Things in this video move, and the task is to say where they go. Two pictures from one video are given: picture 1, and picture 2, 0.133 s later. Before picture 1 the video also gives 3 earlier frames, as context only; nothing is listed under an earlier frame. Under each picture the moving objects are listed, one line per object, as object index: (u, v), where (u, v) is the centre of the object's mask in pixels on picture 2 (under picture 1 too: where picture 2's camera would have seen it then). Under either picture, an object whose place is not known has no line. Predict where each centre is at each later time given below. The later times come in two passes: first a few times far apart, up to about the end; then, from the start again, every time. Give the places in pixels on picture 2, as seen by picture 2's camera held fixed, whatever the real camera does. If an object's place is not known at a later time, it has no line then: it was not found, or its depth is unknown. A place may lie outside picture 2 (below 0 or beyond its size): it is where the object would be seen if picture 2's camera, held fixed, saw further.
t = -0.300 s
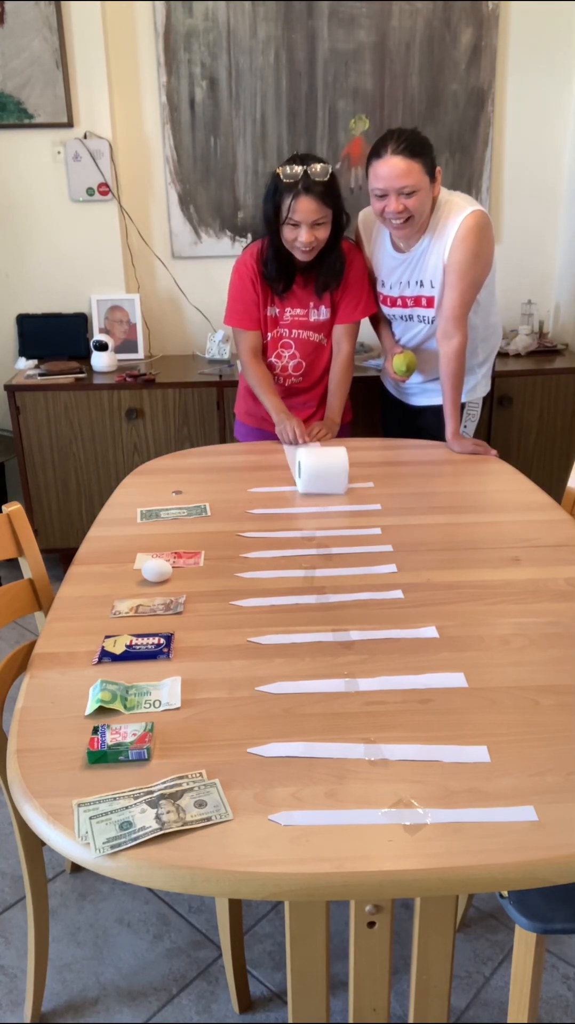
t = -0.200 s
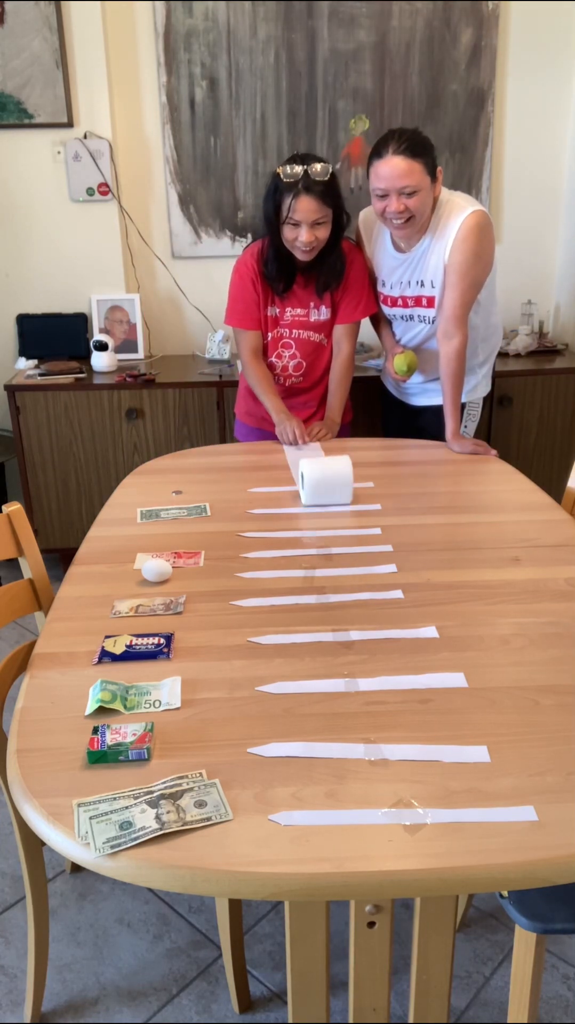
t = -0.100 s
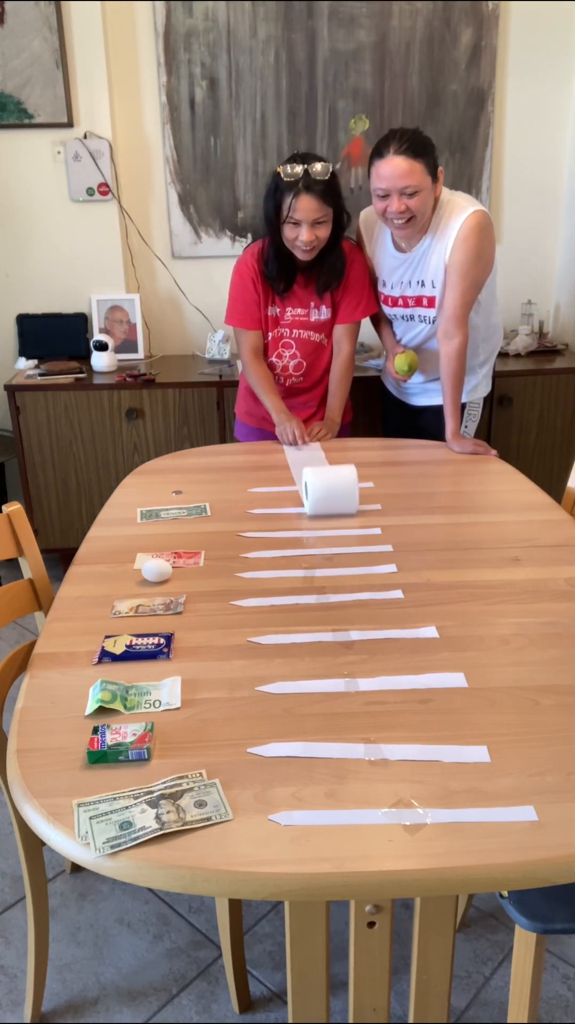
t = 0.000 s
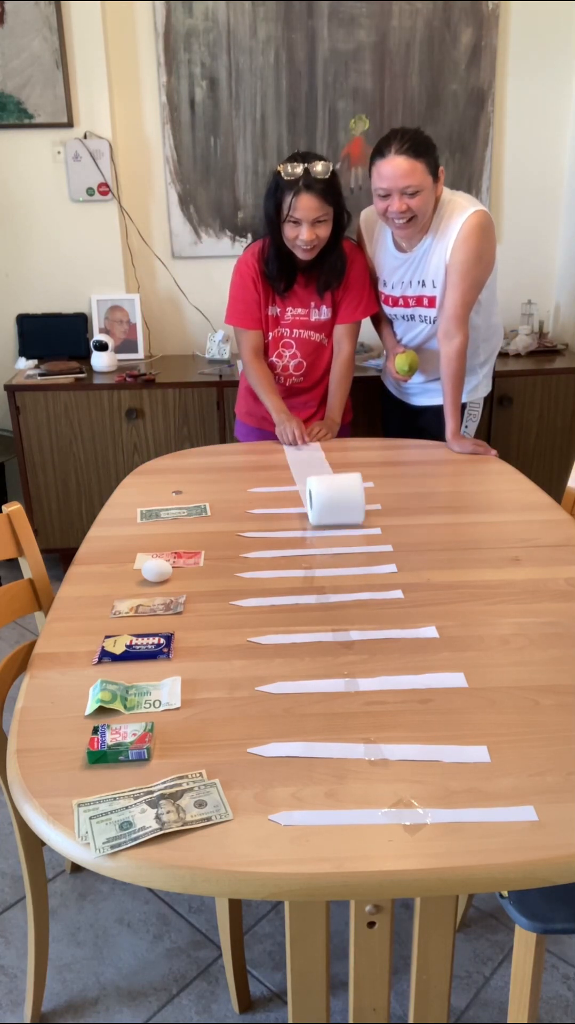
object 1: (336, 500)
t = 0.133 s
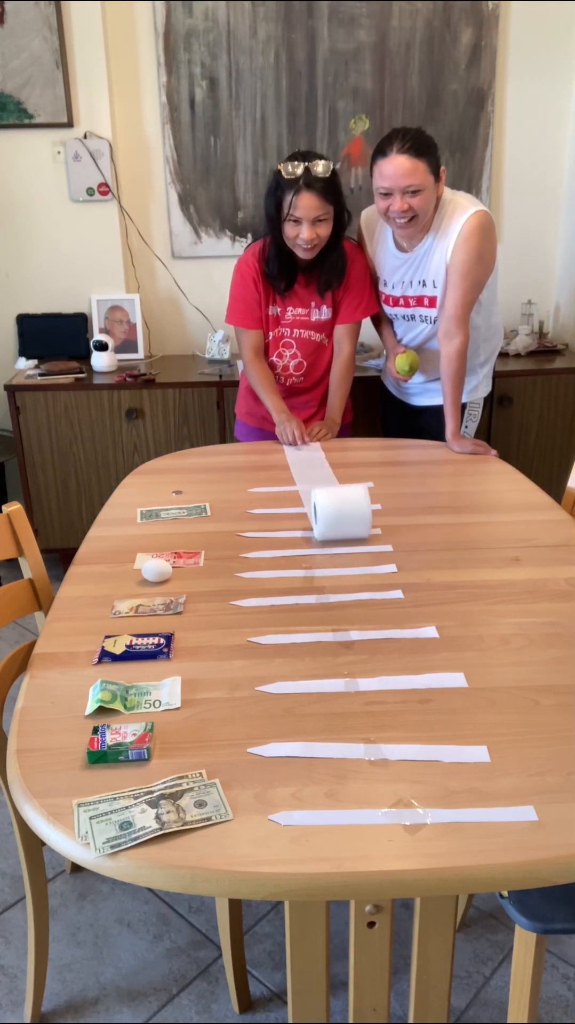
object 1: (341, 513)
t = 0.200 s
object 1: (345, 520)
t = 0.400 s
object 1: (354, 538)
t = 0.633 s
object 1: (363, 558)
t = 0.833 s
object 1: (369, 570)
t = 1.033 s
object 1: (375, 581)
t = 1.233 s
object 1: (378, 586)
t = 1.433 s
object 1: (381, 591)
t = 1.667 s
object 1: (384, 596)
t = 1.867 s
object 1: (384, 597)
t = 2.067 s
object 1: (383, 595)
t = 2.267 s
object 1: (383, 596)
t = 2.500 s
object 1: (383, 596)
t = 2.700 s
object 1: (383, 596)
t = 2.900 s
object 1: (383, 596)
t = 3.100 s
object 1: (383, 596)
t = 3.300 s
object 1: (383, 596)
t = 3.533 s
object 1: (383, 596)
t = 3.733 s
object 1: (383, 596)
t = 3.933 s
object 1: (383, 596)
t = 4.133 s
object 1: (383, 596)
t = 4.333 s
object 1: (383, 596)
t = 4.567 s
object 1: (383, 596)
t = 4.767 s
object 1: (383, 596)
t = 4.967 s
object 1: (383, 595)
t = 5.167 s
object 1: (383, 595)
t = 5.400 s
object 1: (383, 595)
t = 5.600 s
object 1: (383, 595)
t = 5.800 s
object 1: (383, 596)
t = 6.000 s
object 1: (383, 596)
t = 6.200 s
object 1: (383, 596)
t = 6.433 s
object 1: (383, 596)
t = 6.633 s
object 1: (383, 596)
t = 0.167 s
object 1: (343, 516)
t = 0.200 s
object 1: (345, 520)
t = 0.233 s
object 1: (347, 523)
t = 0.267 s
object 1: (348, 526)
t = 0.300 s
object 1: (349, 530)
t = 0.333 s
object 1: (351, 533)
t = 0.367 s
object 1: (353, 536)
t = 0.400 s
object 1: (354, 538)
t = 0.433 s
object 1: (355, 541)
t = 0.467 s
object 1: (356, 543)
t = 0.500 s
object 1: (358, 546)
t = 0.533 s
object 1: (359, 549)
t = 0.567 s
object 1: (360, 553)
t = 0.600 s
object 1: (362, 556)
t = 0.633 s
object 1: (363, 558)
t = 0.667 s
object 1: (364, 560)
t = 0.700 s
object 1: (366, 562)
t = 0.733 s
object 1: (367, 564)
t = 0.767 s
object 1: (367, 566)
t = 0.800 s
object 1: (368, 568)
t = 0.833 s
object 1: (369, 570)
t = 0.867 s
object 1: (370, 572)
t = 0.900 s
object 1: (371, 574)
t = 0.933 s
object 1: (372, 576)
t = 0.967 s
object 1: (373, 578)
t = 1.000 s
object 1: (374, 579)
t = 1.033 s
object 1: (375, 581)
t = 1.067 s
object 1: (375, 582)
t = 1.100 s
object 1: (376, 583)
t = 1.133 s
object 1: (376, 584)
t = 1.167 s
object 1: (377, 585)
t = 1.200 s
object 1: (377, 586)
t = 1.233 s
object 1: (378, 586)
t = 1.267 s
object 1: (378, 587)
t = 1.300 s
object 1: (379, 588)
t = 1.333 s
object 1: (379, 589)
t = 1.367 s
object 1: (380, 590)
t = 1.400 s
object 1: (380, 591)
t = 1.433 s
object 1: (381, 591)
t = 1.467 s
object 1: (381, 592)
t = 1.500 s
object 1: (382, 593)
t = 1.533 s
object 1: (382, 594)
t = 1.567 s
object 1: (383, 595)
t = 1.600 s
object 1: (383, 595)
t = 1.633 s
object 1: (384, 596)
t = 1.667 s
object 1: (384, 596)
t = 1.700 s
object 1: (384, 597)
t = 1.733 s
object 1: (384, 597)
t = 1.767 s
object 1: (384, 597)
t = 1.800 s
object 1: (384, 597)
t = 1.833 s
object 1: (384, 597)
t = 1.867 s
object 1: (384, 597)
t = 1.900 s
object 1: (384, 596)
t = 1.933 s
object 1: (383, 596)
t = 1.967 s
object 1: (383, 596)
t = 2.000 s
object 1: (383, 595)
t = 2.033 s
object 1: (383, 595)
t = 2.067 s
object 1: (383, 595)
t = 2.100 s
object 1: (383, 595)
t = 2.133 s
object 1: (383, 595)
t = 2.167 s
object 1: (383, 595)
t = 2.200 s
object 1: (383, 595)
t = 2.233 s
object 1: (383, 596)
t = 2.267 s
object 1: (383, 596)
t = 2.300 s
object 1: (383, 596)
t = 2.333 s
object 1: (383, 596)
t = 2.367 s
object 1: (383, 596)
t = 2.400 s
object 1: (383, 596)
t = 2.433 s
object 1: (383, 596)
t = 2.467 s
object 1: (383, 596)
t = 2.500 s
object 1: (383, 596)
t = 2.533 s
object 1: (383, 596)
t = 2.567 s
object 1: (383, 596)
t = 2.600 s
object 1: (383, 596)
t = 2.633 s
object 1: (383, 596)
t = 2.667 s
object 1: (383, 596)
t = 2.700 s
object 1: (383, 596)
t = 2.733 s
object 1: (383, 596)
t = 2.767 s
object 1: (383, 596)
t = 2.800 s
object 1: (383, 596)
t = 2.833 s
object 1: (383, 596)
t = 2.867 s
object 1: (383, 596)
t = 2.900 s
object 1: (383, 596)
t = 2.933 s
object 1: (383, 596)
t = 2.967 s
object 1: (383, 596)
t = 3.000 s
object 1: (383, 596)
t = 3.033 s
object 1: (383, 596)
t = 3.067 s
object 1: (383, 596)
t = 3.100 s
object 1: (383, 596)
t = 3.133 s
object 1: (383, 596)
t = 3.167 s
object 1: (383, 596)
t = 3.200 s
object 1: (383, 596)
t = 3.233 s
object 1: (383, 596)
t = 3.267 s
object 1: (383, 596)
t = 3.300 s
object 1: (383, 596)
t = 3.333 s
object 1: (383, 596)
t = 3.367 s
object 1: (383, 596)
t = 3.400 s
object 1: (383, 596)
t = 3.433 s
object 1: (383, 596)
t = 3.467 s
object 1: (383, 596)
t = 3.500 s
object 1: (383, 596)
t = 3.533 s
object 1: (383, 596)
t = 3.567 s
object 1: (383, 596)
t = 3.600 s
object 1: (383, 596)
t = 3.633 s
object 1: (383, 596)
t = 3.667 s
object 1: (383, 596)
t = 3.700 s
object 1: (383, 596)
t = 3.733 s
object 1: (383, 596)
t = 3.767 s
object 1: (383, 596)
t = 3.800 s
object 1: (383, 596)
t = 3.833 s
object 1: (383, 596)
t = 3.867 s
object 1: (383, 596)
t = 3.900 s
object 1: (383, 596)
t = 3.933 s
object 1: (383, 596)
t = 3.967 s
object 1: (383, 596)
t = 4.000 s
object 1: (383, 596)
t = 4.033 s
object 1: (383, 596)
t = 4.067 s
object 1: (383, 596)
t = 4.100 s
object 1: (383, 596)
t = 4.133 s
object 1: (383, 596)
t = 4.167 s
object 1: (383, 596)
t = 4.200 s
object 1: (383, 596)
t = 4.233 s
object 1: (383, 596)
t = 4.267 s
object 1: (383, 596)
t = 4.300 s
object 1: (383, 596)
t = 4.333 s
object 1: (383, 596)
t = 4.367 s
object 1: (383, 596)
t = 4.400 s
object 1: (383, 596)
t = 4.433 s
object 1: (383, 596)
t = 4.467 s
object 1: (383, 596)
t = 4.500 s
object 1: (383, 595)
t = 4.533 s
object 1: (383, 596)
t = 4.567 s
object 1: (383, 596)
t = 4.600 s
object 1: (383, 596)
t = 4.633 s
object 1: (383, 596)
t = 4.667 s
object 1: (383, 596)
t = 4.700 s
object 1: (383, 596)
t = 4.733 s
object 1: (383, 596)
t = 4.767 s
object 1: (383, 596)
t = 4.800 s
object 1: (383, 596)
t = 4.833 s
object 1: (383, 595)
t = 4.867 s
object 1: (383, 596)
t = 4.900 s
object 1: (383, 596)
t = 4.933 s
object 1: (383, 596)
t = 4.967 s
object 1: (383, 595)
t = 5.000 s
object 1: (383, 596)
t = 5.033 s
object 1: (383, 596)
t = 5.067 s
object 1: (383, 596)
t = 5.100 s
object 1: (383, 596)
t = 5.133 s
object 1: (383, 596)
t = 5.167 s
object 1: (383, 595)
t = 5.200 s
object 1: (383, 596)
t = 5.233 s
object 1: (383, 596)
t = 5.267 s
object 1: (383, 596)
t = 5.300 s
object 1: (383, 596)
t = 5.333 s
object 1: (383, 596)
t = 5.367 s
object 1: (383, 596)
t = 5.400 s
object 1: (383, 595)
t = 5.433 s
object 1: (383, 596)
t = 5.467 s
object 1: (383, 596)
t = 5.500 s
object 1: (383, 596)
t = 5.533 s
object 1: (383, 595)
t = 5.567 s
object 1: (383, 596)
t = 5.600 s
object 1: (383, 595)
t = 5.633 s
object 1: (383, 596)
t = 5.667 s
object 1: (383, 596)
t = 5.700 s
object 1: (383, 596)
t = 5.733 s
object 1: (383, 596)
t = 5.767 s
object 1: (383, 596)
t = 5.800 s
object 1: (383, 596)
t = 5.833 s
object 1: (383, 596)
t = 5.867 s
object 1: (383, 596)
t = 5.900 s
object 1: (383, 596)
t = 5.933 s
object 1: (383, 596)
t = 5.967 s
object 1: (383, 596)
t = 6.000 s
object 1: (383, 596)
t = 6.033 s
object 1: (383, 596)
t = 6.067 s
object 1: (383, 596)
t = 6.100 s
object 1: (383, 596)
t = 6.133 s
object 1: (383, 596)
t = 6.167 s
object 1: (383, 596)
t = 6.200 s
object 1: (383, 596)
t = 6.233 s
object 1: (383, 596)
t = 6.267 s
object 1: (383, 596)
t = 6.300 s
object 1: (383, 596)
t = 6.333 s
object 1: (383, 596)
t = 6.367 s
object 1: (383, 596)
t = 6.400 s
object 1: (383, 596)
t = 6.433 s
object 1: (383, 596)
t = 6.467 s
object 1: (383, 596)
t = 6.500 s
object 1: (383, 596)
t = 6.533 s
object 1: (383, 596)
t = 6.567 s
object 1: (383, 596)
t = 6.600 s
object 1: (383, 596)
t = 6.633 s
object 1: (383, 596)
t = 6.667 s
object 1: (383, 596)
